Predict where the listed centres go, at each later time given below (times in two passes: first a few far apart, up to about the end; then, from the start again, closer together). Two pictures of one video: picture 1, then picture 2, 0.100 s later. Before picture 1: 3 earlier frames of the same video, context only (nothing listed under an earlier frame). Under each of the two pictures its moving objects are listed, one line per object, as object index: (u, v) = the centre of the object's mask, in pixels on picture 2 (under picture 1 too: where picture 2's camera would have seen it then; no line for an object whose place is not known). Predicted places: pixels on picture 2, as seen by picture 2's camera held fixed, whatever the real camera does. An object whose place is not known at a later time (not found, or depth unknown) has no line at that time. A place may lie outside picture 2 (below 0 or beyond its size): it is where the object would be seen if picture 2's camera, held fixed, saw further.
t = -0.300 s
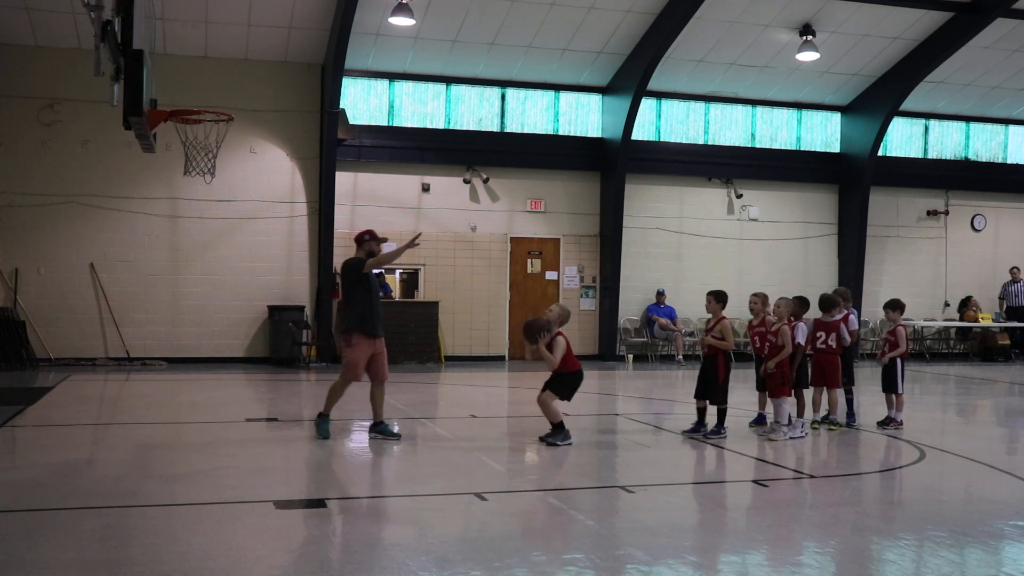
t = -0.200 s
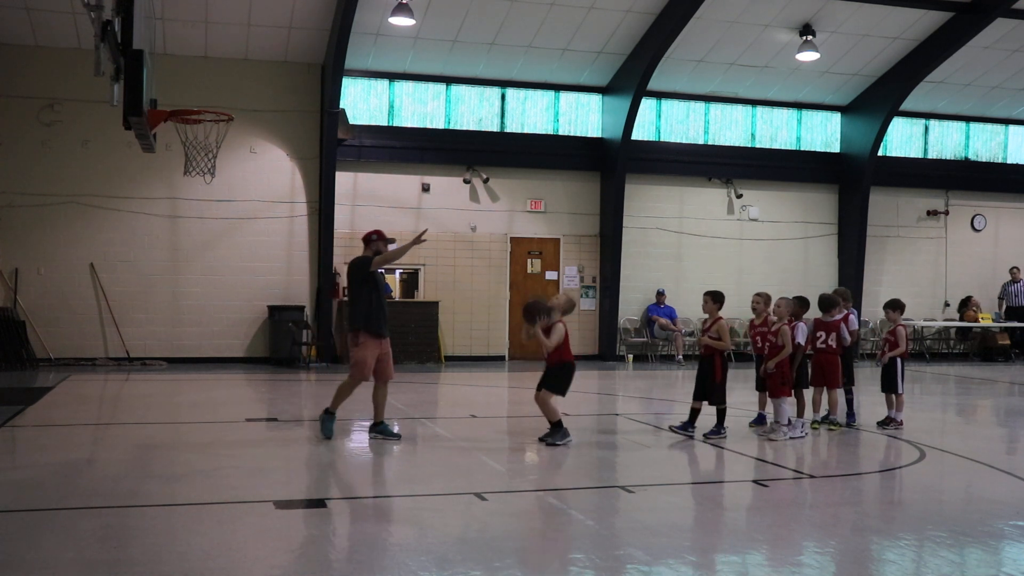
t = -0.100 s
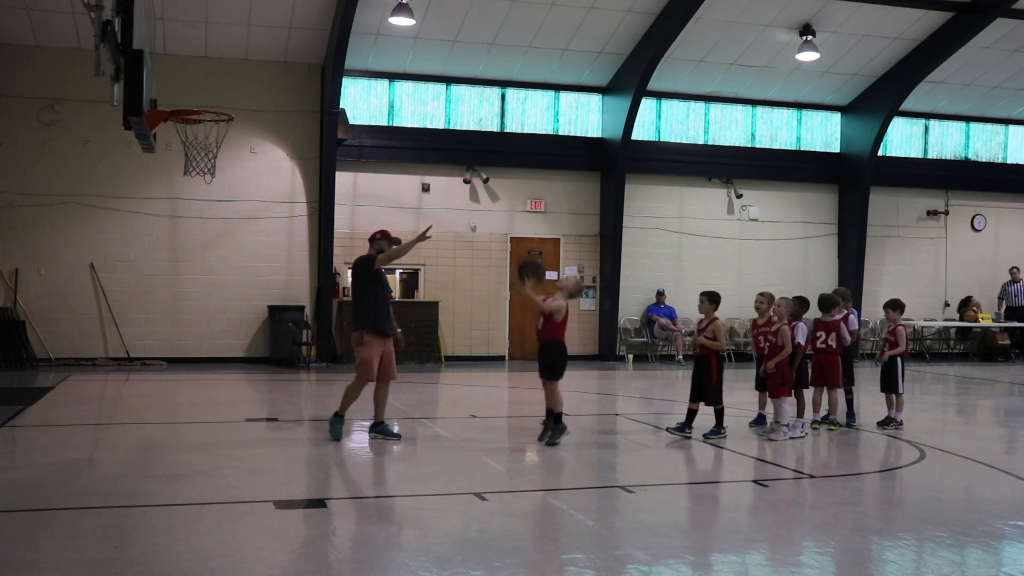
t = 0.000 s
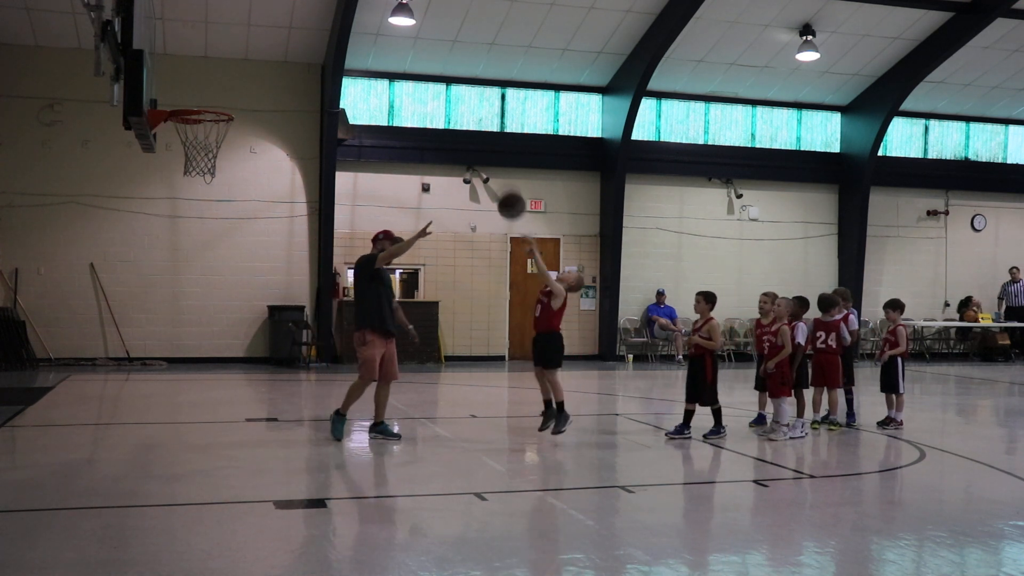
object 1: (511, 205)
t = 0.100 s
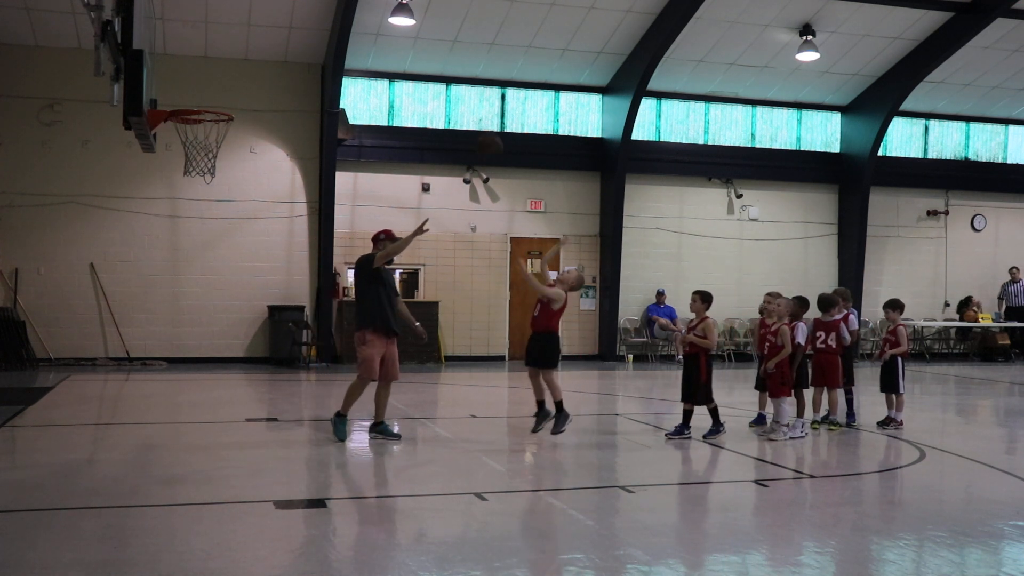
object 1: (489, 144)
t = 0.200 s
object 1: (465, 101)
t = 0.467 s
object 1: (399, 35)
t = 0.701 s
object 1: (335, 49)
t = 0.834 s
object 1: (298, 88)
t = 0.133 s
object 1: (481, 127)
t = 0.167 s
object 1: (473, 116)
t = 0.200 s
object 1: (465, 101)
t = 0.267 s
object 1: (449, 76)
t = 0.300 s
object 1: (441, 65)
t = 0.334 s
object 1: (432, 57)
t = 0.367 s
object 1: (424, 49)
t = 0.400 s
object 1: (416, 43)
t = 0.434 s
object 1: (407, 38)
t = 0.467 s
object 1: (399, 35)
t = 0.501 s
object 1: (390, 32)
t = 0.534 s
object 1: (381, 31)
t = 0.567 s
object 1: (372, 32)
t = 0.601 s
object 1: (363, 33)
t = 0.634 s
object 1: (354, 37)
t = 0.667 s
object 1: (344, 42)
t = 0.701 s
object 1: (335, 49)
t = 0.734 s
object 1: (326, 57)
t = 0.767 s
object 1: (317, 65)
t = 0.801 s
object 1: (307, 76)
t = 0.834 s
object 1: (298, 88)
